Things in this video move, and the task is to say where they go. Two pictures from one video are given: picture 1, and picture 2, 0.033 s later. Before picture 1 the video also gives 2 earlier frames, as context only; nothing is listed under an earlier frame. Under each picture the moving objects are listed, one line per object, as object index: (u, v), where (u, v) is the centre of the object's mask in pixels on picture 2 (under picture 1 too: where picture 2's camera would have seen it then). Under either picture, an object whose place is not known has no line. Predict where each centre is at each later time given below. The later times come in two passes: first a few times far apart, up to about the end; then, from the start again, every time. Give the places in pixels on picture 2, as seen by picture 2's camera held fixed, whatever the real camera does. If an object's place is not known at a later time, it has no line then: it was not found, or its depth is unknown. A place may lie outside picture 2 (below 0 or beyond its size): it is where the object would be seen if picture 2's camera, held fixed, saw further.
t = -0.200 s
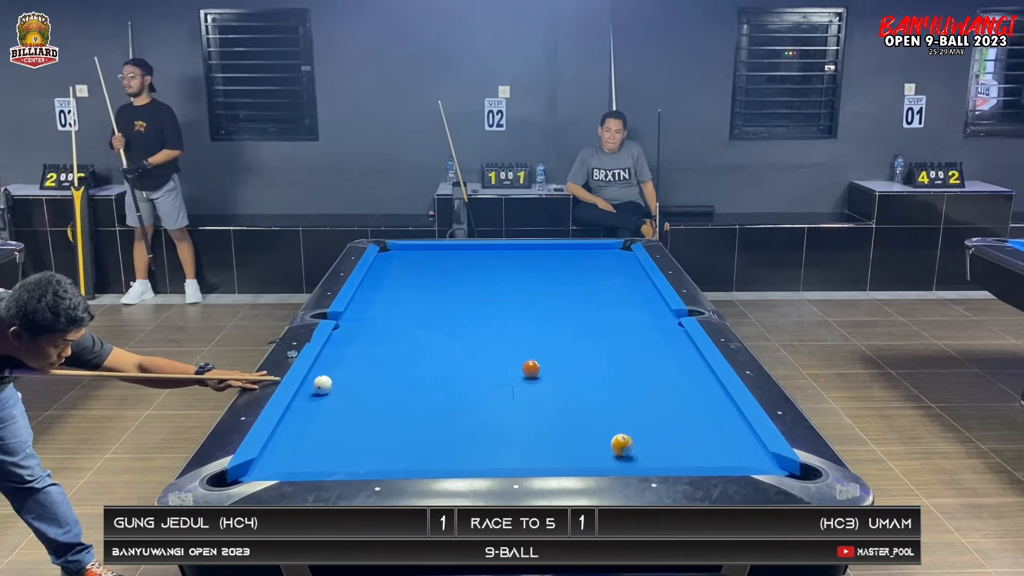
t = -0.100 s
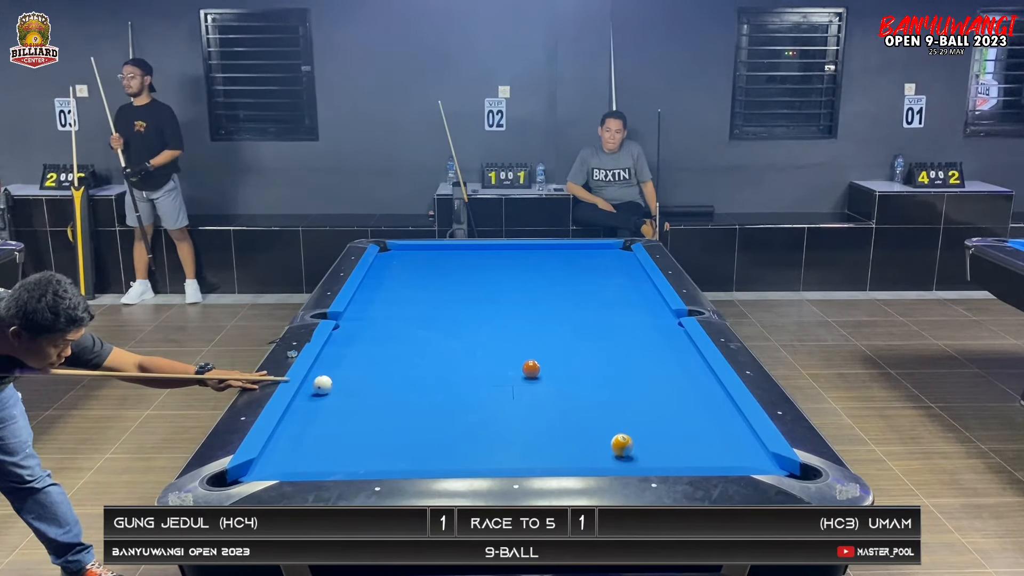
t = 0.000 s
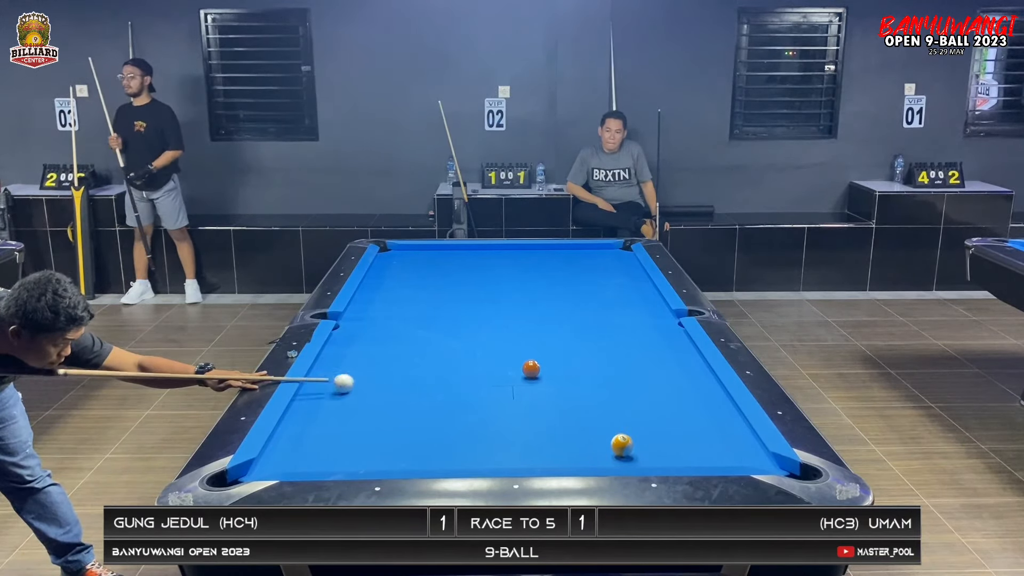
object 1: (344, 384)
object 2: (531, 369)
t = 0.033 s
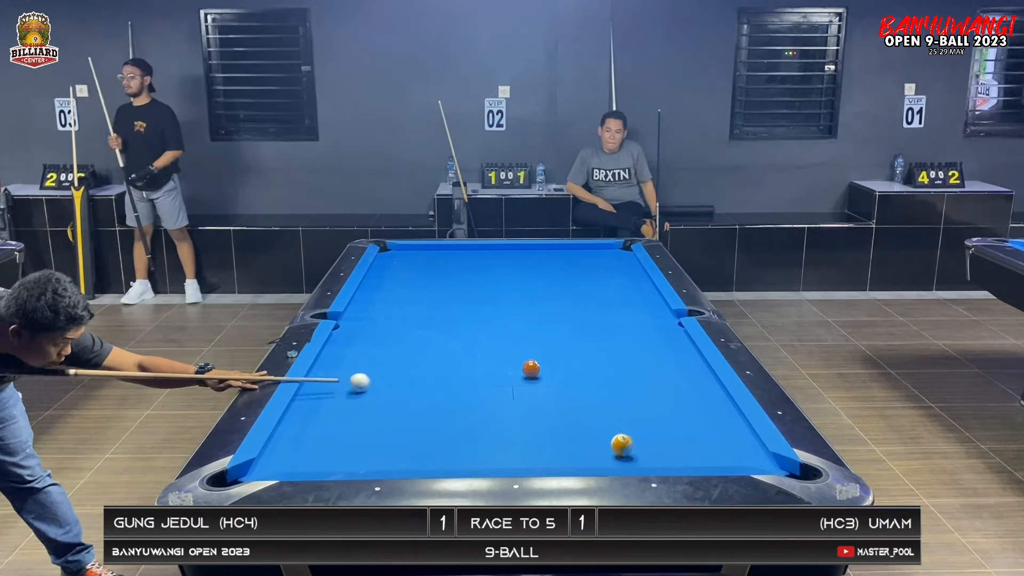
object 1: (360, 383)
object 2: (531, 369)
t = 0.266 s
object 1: (468, 377)
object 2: (531, 369)
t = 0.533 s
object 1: (556, 381)
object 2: (559, 359)
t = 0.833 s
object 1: (638, 395)
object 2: (600, 345)
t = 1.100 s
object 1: (715, 408)
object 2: (632, 334)
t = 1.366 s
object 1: (700, 416)
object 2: (662, 323)
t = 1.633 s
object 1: (664, 424)
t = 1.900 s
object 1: (629, 429)
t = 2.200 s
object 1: (588, 441)
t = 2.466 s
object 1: (552, 448)
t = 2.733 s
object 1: (517, 455)
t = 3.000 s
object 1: (482, 459)
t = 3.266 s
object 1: (449, 463)
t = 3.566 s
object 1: (425, 461)
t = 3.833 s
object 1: (406, 460)
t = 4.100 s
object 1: (389, 459)
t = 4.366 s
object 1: (374, 458)
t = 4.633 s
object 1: (360, 457)
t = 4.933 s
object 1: (346, 455)
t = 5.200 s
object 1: (336, 454)
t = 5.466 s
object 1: (328, 453)
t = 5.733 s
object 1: (321, 453)
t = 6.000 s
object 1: (316, 452)
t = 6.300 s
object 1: (312, 451)
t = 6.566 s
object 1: (309, 451)
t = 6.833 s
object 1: (309, 452)
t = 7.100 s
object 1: (309, 452)
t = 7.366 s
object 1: (309, 452)
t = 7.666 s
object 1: (309, 452)
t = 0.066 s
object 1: (376, 382)
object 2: (531, 369)
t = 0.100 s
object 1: (391, 381)
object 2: (531, 369)
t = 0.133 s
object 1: (407, 380)
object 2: (531, 369)
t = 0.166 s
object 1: (423, 379)
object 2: (531, 369)
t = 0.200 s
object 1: (438, 378)
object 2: (531, 369)
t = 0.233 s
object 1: (453, 377)
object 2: (531, 369)
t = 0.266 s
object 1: (468, 377)
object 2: (531, 369)
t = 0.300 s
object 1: (483, 375)
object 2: (531, 369)
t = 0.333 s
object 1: (498, 375)
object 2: (531, 369)
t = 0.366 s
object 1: (512, 374)
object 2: (531, 369)
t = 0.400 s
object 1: (523, 375)
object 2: (536, 367)
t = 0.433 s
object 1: (530, 377)
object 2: (543, 365)
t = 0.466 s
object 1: (538, 378)
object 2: (549, 363)
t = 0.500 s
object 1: (547, 380)
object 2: (554, 361)
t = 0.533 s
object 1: (556, 381)
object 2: (559, 359)
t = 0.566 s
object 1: (565, 383)
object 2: (564, 358)
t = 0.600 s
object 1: (574, 384)
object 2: (569, 356)
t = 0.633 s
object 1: (582, 385)
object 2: (573, 354)
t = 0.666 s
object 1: (591, 387)
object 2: (578, 353)
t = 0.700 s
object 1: (601, 388)
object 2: (582, 351)
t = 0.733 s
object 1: (610, 390)
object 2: (587, 350)
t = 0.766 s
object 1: (619, 391)
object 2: (591, 348)
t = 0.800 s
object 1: (629, 394)
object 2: (596, 346)
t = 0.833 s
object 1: (638, 395)
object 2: (600, 345)
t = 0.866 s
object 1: (647, 397)
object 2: (604, 343)
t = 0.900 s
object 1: (657, 398)
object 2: (608, 342)
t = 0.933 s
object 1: (666, 399)
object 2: (613, 341)
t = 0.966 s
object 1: (676, 401)
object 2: (617, 339)
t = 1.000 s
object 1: (686, 403)
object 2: (621, 338)
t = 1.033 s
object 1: (695, 404)
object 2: (625, 336)
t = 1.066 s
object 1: (705, 406)
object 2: (629, 335)
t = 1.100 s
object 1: (715, 408)
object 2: (632, 334)
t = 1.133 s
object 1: (725, 409)
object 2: (636, 332)
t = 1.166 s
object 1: (728, 410)
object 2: (640, 331)
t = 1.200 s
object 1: (723, 411)
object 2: (644, 330)
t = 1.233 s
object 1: (719, 412)
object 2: (648, 328)
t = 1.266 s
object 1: (714, 413)
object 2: (651, 327)
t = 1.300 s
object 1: (709, 414)
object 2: (655, 326)
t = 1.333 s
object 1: (705, 415)
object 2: (658, 325)
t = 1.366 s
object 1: (700, 416)
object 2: (662, 323)
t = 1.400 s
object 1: (696, 417)
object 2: (665, 322)
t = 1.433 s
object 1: (691, 418)
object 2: (669, 321)
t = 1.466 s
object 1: (687, 419)
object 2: (672, 320)
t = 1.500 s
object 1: (682, 420)
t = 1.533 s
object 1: (678, 421)
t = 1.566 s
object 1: (673, 422)
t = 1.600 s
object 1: (668, 423)
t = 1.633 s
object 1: (664, 424)
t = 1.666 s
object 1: (660, 425)
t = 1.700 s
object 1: (655, 426)
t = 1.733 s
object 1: (650, 427)
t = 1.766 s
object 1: (646, 428)
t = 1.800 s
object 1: (641, 429)
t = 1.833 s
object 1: (637, 429)
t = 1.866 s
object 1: (633, 430)
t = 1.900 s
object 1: (629, 429)
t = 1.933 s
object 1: (624, 429)
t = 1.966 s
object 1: (618, 429)
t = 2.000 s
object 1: (613, 432)
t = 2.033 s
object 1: (608, 434)
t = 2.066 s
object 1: (604, 436)
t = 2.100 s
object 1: (601, 437)
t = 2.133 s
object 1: (597, 439)
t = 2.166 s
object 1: (592, 439)
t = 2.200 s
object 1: (588, 441)
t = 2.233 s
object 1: (583, 441)
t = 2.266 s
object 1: (579, 442)
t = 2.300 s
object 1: (574, 443)
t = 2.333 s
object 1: (570, 444)
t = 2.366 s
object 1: (565, 445)
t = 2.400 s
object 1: (561, 446)
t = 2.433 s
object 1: (557, 447)
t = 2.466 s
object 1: (552, 448)
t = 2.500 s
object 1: (548, 449)
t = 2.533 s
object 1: (543, 449)
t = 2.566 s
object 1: (539, 450)
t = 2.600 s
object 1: (534, 452)
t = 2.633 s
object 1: (530, 452)
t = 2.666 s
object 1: (526, 453)
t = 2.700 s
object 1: (521, 454)
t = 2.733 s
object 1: (517, 455)
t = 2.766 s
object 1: (512, 455)
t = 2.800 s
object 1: (508, 456)
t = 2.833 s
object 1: (504, 457)
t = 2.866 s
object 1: (499, 457)
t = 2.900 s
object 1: (495, 458)
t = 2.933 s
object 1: (491, 458)
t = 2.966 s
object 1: (487, 459)
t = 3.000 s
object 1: (482, 459)
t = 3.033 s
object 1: (478, 460)
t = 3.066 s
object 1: (473, 460)
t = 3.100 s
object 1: (469, 461)
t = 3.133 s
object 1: (465, 461)
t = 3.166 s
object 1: (460, 462)
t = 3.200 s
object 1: (456, 462)
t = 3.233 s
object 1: (452, 463)
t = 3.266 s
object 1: (449, 463)
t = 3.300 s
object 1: (446, 462)
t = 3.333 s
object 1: (443, 462)
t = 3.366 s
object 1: (441, 462)
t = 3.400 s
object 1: (438, 462)
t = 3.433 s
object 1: (435, 462)
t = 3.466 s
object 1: (433, 461)
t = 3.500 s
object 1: (430, 461)
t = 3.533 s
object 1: (428, 461)
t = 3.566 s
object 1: (425, 461)
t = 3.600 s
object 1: (423, 461)
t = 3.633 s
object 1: (420, 461)
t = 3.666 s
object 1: (418, 461)
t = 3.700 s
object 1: (415, 460)
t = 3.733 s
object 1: (413, 460)
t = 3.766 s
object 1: (411, 460)
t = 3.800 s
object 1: (409, 460)
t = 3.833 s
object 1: (406, 460)
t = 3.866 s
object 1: (404, 460)
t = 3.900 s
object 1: (402, 459)
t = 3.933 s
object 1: (400, 459)
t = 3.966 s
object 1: (398, 459)
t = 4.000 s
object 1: (395, 459)
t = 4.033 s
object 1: (393, 459)
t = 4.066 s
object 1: (391, 459)
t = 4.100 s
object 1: (389, 459)
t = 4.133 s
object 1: (387, 459)
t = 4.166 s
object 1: (385, 459)
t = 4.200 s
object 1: (383, 458)
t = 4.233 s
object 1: (381, 458)
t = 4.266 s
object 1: (379, 458)
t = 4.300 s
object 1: (377, 458)
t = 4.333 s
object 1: (375, 458)
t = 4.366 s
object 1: (374, 458)
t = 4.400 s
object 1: (372, 458)
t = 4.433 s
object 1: (370, 458)
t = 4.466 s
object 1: (368, 458)
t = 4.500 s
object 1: (366, 457)
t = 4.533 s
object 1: (365, 457)
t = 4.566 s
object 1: (363, 457)
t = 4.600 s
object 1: (361, 457)
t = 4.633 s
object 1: (360, 457)
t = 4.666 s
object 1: (358, 457)
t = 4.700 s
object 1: (357, 456)
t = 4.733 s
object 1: (355, 456)
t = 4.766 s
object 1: (354, 456)
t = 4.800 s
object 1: (352, 456)
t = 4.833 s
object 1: (351, 456)
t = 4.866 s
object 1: (349, 456)
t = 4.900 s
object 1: (348, 455)
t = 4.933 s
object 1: (346, 455)
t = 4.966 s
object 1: (345, 455)
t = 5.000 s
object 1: (344, 455)
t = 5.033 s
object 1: (343, 455)
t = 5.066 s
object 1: (341, 455)
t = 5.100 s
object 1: (340, 455)
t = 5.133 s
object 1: (339, 455)
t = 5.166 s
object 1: (337, 454)
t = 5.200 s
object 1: (336, 454)
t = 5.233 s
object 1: (335, 454)
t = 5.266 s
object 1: (334, 454)
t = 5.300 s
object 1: (333, 454)
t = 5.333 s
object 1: (332, 454)
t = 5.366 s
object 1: (331, 454)
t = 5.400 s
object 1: (330, 454)
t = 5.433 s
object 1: (329, 454)
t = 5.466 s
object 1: (328, 453)
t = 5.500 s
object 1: (327, 453)
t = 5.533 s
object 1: (326, 453)
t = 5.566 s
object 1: (325, 453)
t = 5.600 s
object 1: (324, 453)
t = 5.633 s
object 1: (323, 453)
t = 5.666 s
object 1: (323, 453)
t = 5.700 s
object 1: (322, 453)
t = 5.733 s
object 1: (321, 453)
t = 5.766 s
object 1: (320, 452)
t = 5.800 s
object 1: (320, 452)
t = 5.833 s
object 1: (319, 452)
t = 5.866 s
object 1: (318, 452)
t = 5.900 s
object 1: (318, 452)
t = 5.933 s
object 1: (317, 452)
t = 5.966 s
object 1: (317, 452)
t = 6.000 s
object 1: (316, 452)
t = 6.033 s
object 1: (316, 452)
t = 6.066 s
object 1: (315, 452)
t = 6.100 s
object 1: (315, 451)
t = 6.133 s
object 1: (314, 452)
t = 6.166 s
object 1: (314, 451)
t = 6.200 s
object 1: (313, 451)
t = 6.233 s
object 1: (313, 451)
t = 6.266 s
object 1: (312, 451)
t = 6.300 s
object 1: (312, 451)
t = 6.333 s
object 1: (311, 451)
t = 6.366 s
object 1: (311, 451)
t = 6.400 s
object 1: (310, 451)
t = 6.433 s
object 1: (310, 451)
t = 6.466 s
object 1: (310, 451)
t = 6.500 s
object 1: (310, 451)
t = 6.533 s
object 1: (309, 451)
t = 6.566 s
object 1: (309, 451)
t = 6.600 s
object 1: (309, 452)
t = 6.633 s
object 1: (309, 452)
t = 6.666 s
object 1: (309, 452)
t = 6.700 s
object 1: (309, 452)
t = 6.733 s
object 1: (309, 452)
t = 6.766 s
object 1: (309, 452)
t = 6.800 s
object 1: (309, 452)
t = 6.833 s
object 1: (309, 452)
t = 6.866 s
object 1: (309, 452)
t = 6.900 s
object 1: (309, 452)
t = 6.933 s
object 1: (309, 452)
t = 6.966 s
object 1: (309, 452)
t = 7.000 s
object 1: (309, 452)
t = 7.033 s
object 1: (309, 452)
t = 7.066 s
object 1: (309, 452)
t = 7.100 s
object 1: (309, 452)
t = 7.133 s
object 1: (309, 452)
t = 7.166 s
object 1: (309, 452)
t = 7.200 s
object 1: (309, 452)
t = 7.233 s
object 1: (309, 452)
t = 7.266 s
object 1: (309, 452)
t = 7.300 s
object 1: (309, 452)
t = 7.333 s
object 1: (309, 452)
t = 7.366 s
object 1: (309, 452)
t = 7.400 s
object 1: (309, 452)
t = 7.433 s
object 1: (309, 452)
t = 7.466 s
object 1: (309, 452)
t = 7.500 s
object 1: (309, 452)
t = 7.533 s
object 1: (309, 452)
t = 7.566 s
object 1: (309, 452)
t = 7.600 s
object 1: (309, 452)
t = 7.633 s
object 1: (309, 452)
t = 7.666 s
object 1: (309, 452)
